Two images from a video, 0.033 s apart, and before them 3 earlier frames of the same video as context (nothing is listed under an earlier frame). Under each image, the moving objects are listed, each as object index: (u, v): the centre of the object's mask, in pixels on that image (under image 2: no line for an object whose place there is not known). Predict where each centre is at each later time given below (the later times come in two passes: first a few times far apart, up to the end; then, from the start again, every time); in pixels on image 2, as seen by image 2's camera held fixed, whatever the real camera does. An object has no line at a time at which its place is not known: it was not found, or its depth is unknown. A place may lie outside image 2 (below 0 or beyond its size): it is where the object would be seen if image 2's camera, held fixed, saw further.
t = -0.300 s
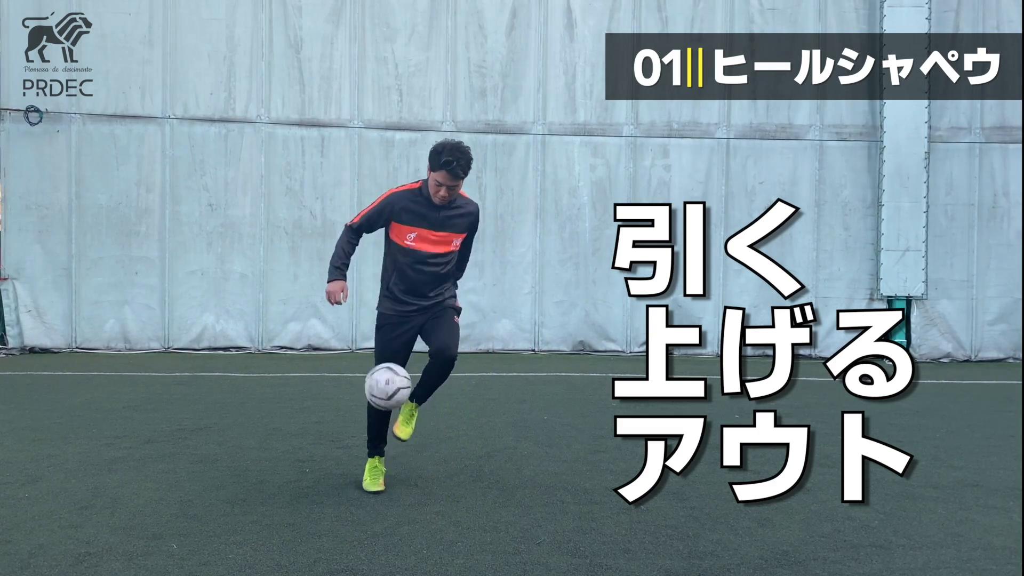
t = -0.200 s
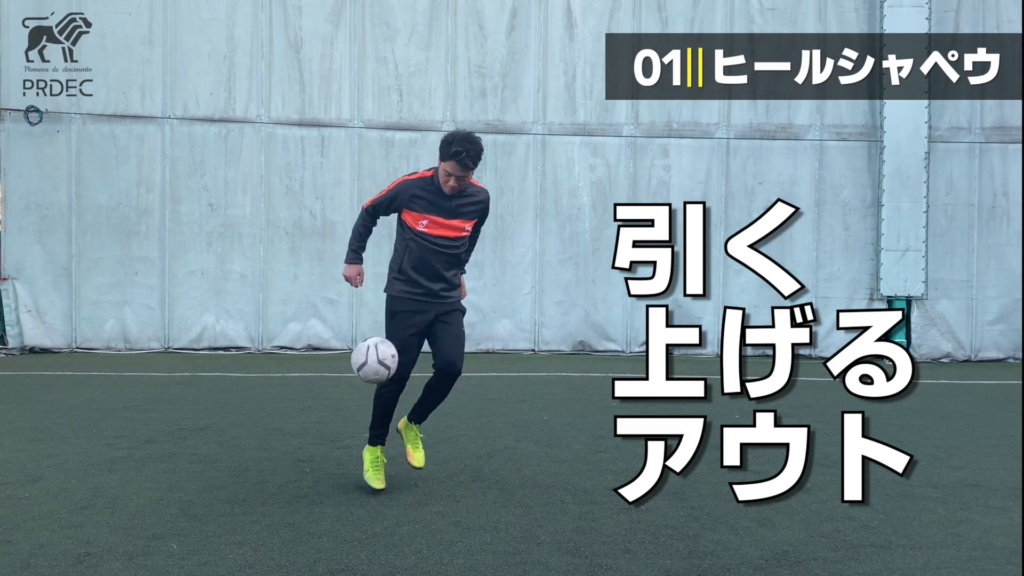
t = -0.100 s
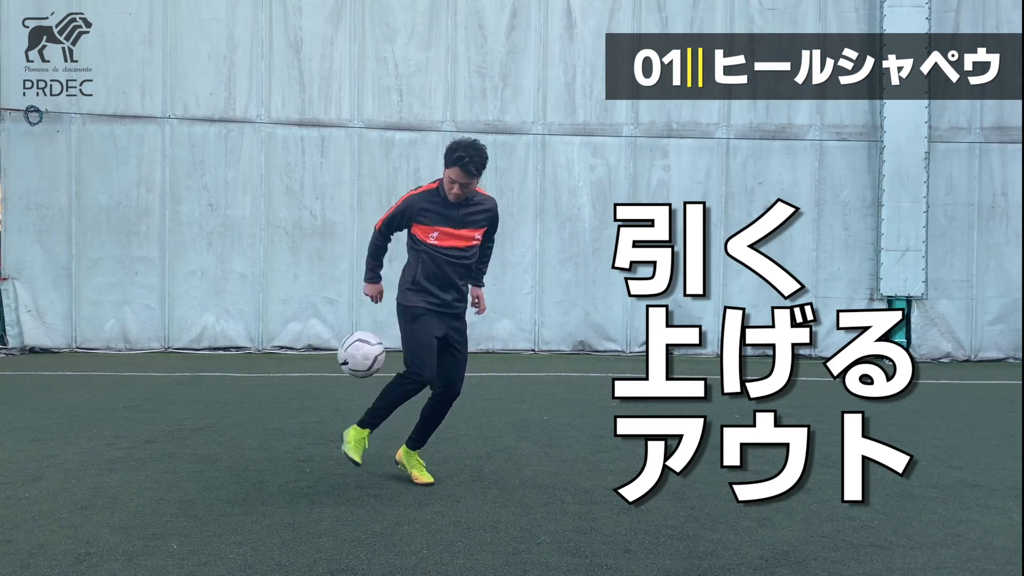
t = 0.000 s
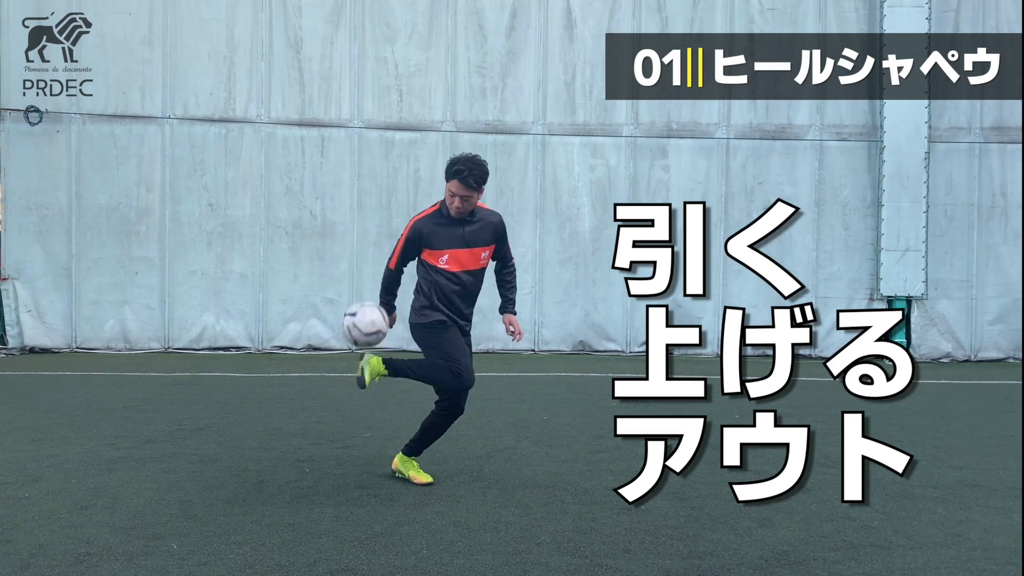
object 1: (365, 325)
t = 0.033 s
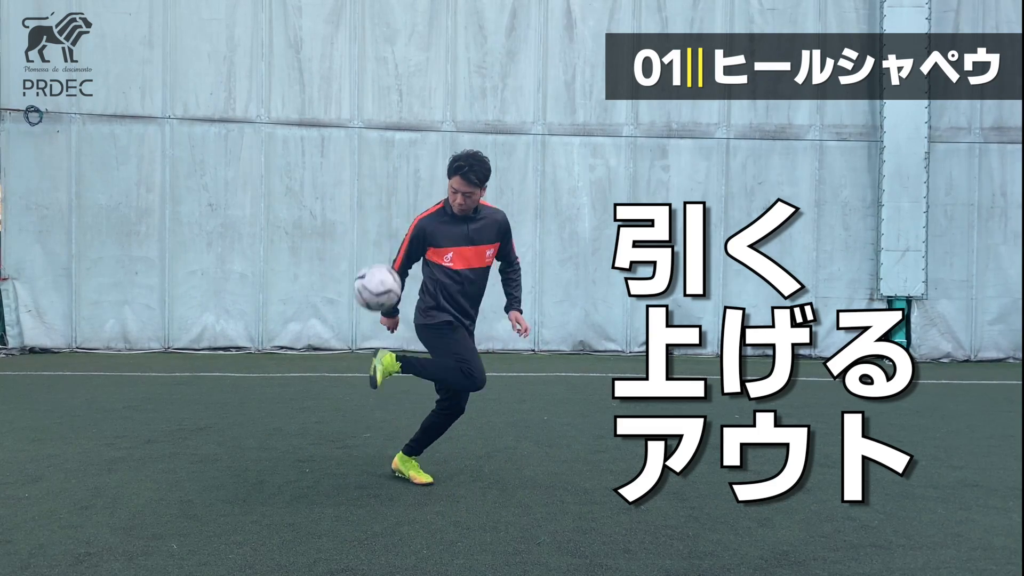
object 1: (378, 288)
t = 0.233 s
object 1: (454, 108)
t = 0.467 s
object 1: (552, 12)
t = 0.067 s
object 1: (390, 253)
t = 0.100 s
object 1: (402, 220)
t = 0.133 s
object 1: (414, 189)
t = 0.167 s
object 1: (427, 160)
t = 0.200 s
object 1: (440, 133)
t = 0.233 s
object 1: (454, 108)
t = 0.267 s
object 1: (467, 85)
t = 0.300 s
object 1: (481, 65)
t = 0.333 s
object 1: (495, 46)
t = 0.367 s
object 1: (509, 30)
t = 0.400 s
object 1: (523, 21)
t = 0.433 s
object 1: (537, 15)
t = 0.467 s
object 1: (552, 12)
